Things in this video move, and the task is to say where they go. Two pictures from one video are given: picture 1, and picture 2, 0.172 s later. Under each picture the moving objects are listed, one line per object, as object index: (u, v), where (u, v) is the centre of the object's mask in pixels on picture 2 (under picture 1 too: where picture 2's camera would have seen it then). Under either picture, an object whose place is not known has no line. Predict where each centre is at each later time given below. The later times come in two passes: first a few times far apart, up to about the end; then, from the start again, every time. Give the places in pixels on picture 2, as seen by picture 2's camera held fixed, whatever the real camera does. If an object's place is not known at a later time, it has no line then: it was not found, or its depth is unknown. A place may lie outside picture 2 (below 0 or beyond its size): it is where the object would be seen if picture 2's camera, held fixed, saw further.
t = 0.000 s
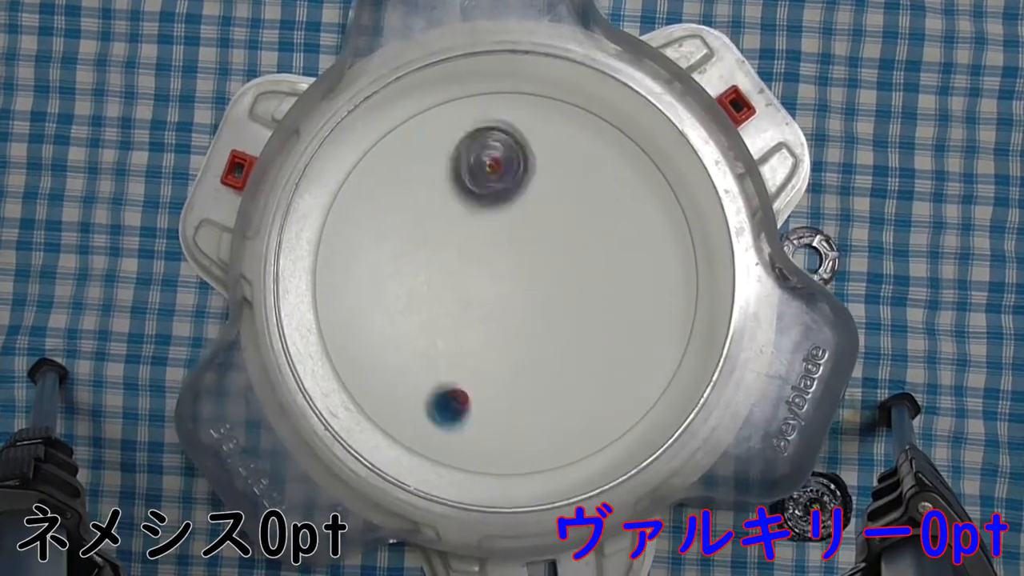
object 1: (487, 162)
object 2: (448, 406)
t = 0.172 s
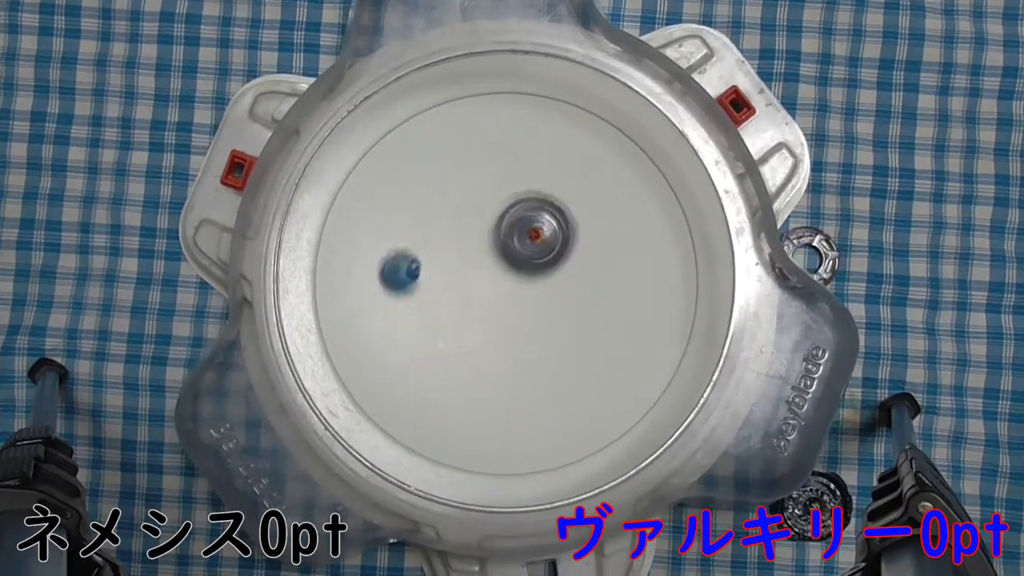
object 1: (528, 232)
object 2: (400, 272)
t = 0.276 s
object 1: (569, 252)
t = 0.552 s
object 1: (605, 264)
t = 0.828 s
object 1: (513, 323)
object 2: (617, 197)
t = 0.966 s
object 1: (478, 384)
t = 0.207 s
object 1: (544, 240)
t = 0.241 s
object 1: (556, 246)
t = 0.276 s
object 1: (569, 252)
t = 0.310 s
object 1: (582, 258)
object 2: (401, 192)
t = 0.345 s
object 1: (591, 260)
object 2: (408, 178)
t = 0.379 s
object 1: (598, 263)
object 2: (415, 170)
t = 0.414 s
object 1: (605, 264)
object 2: (425, 165)
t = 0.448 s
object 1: (608, 264)
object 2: (434, 162)
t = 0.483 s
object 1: (609, 265)
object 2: (447, 164)
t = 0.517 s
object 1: (609, 264)
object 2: (460, 169)
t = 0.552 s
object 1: (605, 264)
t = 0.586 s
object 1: (599, 265)
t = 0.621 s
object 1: (591, 267)
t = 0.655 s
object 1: (581, 269)
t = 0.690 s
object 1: (570, 273)
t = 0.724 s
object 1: (557, 278)
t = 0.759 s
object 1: (543, 289)
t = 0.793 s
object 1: (528, 304)
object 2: (575, 219)
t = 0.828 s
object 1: (513, 323)
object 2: (617, 197)
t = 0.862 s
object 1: (499, 341)
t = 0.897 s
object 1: (493, 356)
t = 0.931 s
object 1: (484, 372)
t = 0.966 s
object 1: (478, 384)
